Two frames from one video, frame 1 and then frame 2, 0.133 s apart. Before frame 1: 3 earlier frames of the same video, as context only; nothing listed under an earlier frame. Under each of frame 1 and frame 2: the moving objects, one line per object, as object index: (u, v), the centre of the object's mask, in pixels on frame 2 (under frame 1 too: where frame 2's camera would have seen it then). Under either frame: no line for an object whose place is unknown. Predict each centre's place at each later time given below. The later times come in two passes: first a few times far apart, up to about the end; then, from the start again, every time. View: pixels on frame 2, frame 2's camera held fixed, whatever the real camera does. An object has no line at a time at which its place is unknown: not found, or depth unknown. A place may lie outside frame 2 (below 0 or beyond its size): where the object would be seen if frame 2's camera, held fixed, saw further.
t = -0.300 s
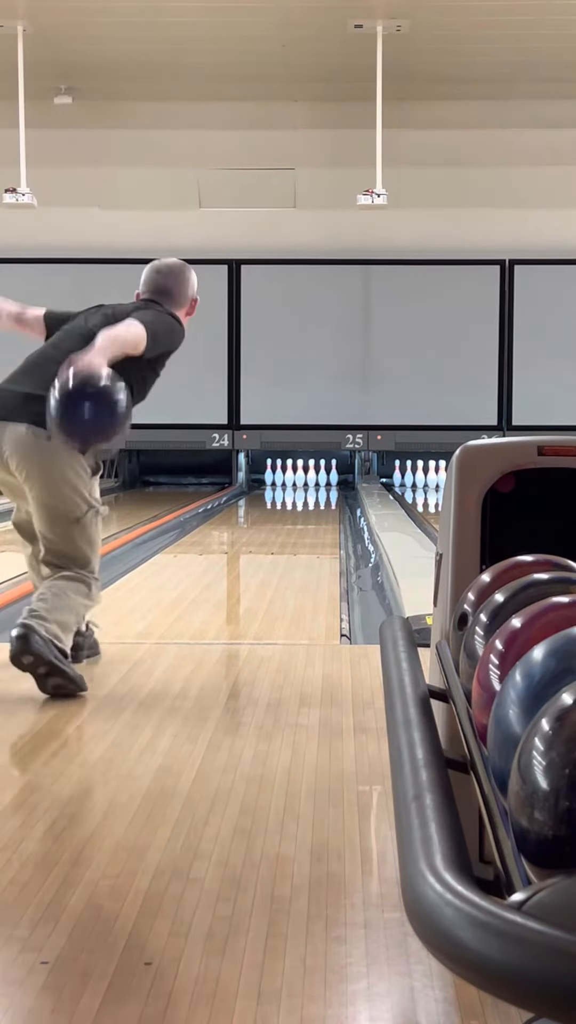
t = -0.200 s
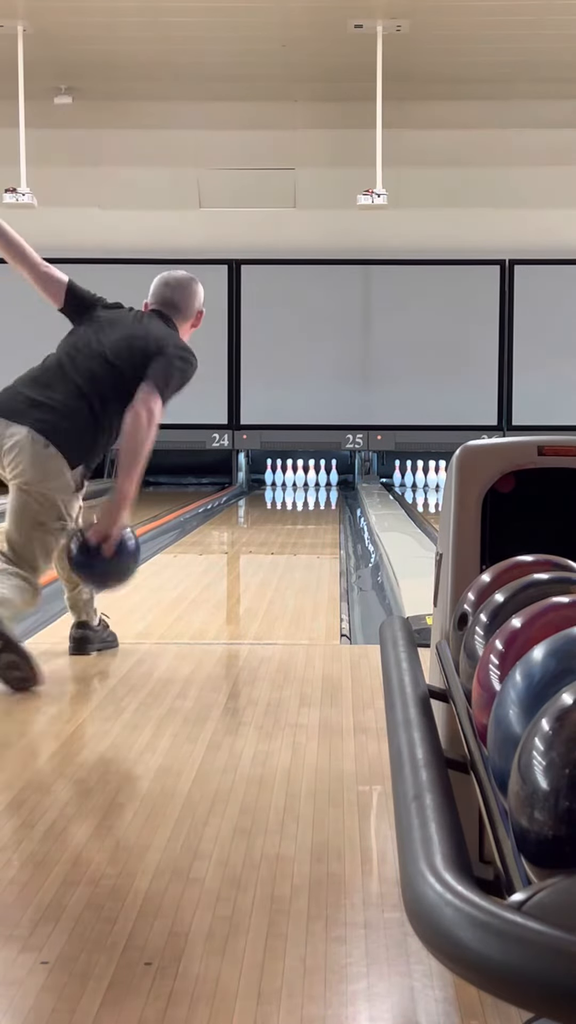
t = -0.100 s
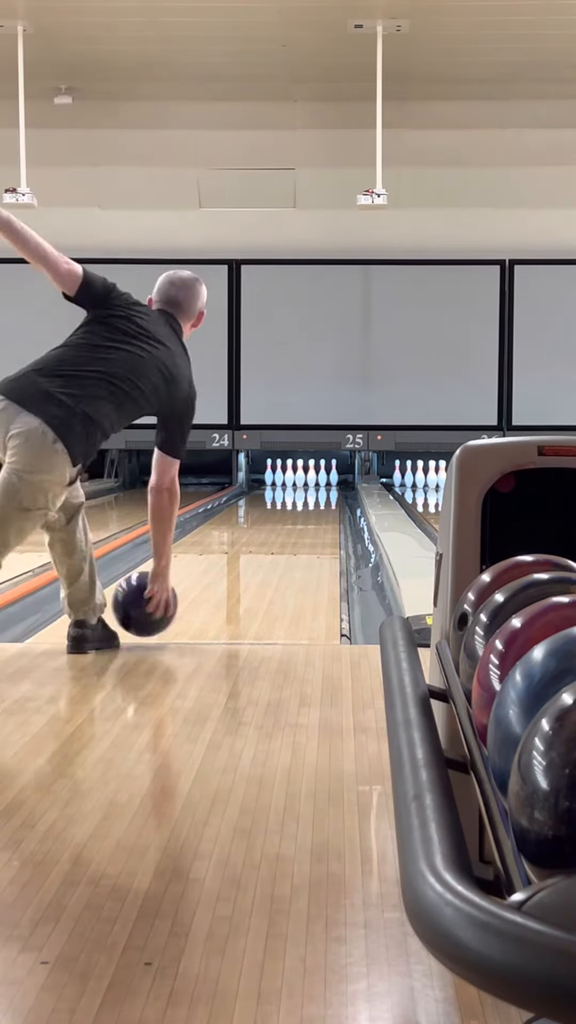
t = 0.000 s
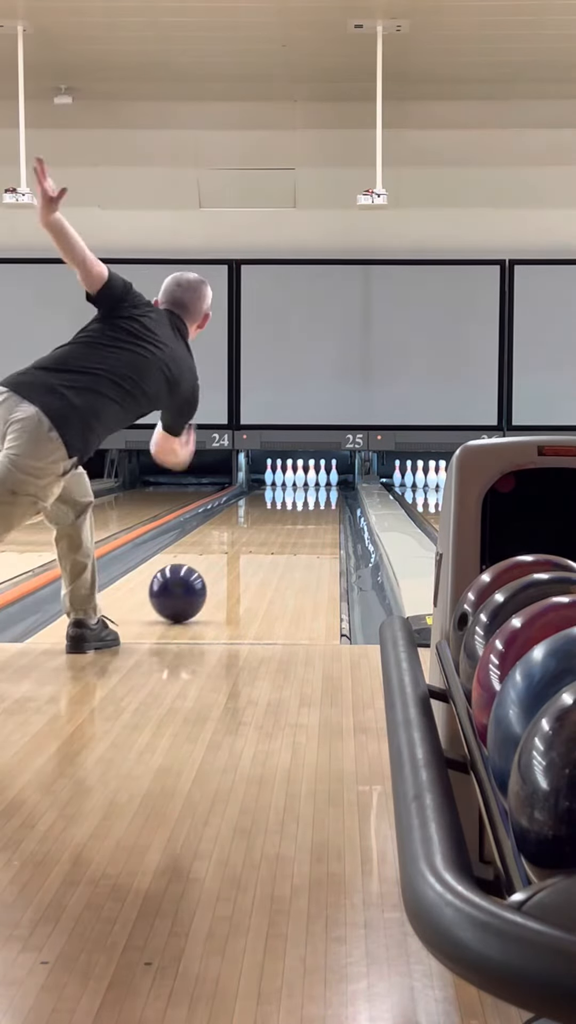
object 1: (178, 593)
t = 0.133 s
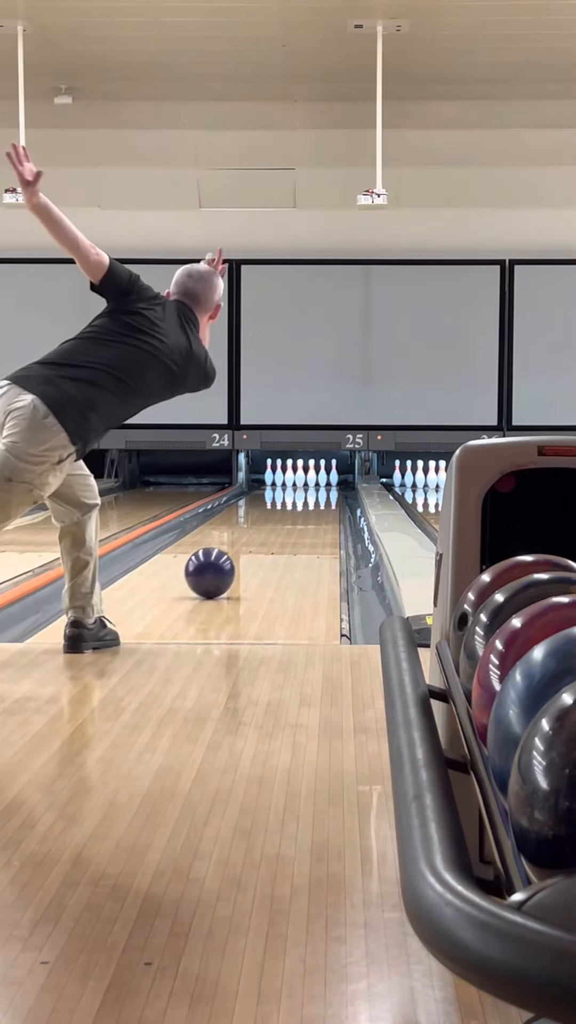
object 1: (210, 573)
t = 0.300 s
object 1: (239, 554)
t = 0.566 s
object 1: (275, 535)
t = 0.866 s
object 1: (294, 517)
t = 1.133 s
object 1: (308, 506)
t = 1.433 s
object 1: (318, 497)
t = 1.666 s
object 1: (323, 491)
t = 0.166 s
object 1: (216, 568)
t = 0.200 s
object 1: (223, 564)
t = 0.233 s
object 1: (229, 561)
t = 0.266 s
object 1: (234, 557)
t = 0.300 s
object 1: (239, 554)
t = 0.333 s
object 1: (244, 550)
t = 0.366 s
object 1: (249, 547)
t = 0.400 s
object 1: (253, 545)
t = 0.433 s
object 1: (257, 542)
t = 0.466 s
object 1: (261, 539)
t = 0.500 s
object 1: (265, 537)
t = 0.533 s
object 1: (268, 535)
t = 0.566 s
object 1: (275, 535)
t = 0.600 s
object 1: (275, 530)
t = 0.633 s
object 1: (277, 529)
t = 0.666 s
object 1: (280, 527)
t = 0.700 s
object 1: (283, 525)
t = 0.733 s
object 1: (285, 523)
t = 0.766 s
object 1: (288, 521)
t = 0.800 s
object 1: (290, 520)
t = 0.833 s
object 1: (292, 518)
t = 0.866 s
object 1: (294, 517)
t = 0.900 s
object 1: (296, 515)
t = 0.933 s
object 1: (298, 513)
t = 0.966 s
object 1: (300, 512)
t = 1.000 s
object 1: (302, 511)
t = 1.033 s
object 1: (303, 510)
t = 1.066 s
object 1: (305, 508)
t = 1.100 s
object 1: (306, 507)
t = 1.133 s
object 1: (308, 506)
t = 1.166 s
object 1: (309, 505)
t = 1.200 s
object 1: (311, 503)
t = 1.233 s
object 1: (312, 502)
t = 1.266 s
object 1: (313, 502)
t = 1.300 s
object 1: (314, 500)
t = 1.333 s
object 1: (316, 499)
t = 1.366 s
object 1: (316, 498)
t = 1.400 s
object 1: (317, 497)
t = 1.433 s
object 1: (318, 497)
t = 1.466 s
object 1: (319, 496)
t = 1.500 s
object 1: (320, 495)
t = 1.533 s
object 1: (320, 494)
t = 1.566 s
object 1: (321, 494)
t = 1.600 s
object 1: (322, 493)
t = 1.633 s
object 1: (322, 492)
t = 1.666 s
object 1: (323, 491)
